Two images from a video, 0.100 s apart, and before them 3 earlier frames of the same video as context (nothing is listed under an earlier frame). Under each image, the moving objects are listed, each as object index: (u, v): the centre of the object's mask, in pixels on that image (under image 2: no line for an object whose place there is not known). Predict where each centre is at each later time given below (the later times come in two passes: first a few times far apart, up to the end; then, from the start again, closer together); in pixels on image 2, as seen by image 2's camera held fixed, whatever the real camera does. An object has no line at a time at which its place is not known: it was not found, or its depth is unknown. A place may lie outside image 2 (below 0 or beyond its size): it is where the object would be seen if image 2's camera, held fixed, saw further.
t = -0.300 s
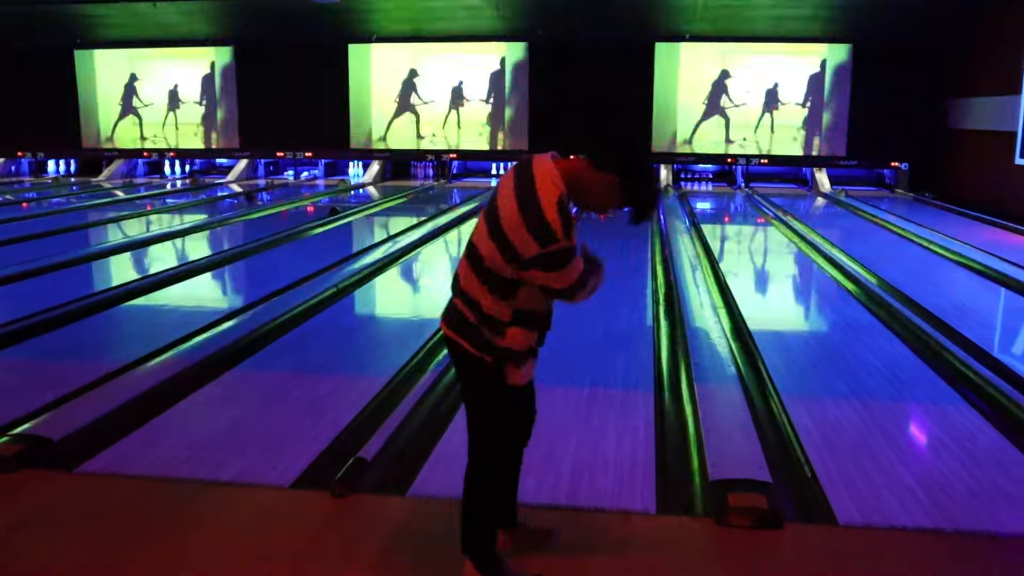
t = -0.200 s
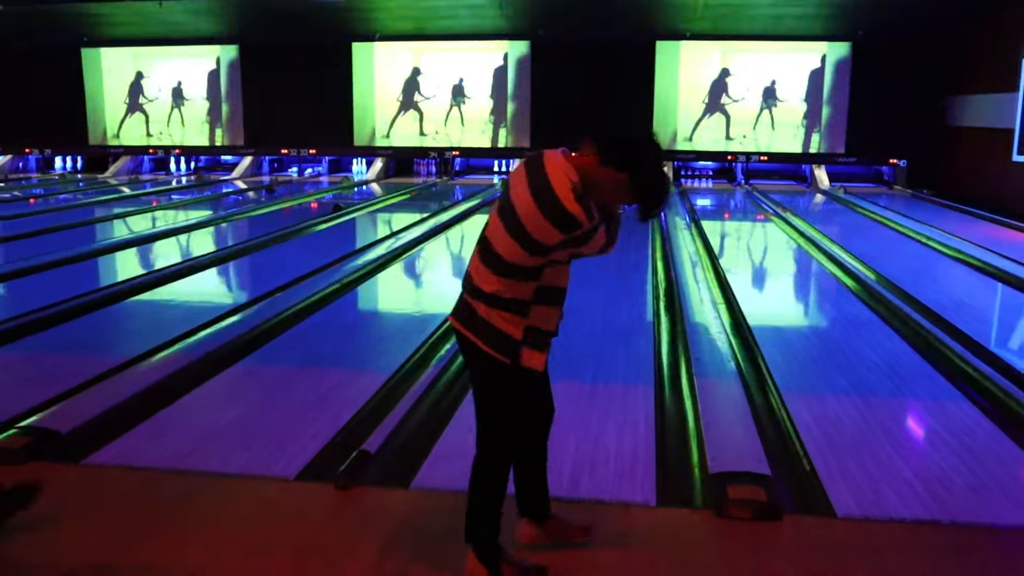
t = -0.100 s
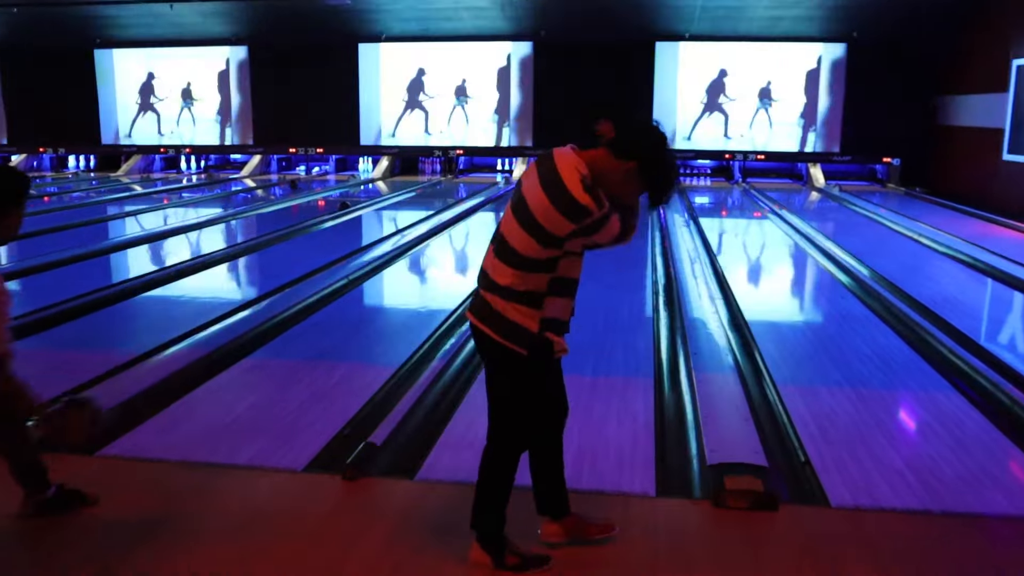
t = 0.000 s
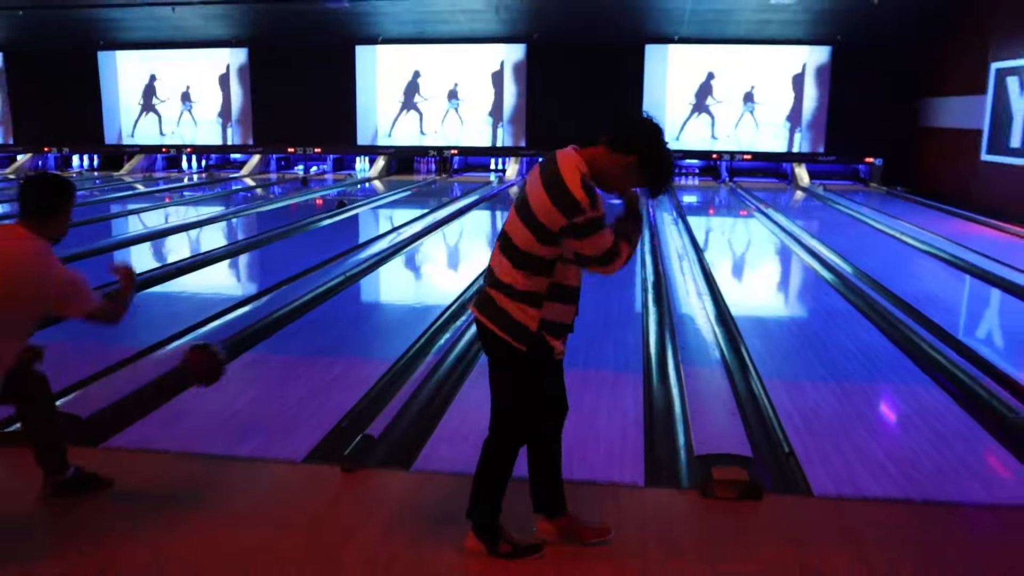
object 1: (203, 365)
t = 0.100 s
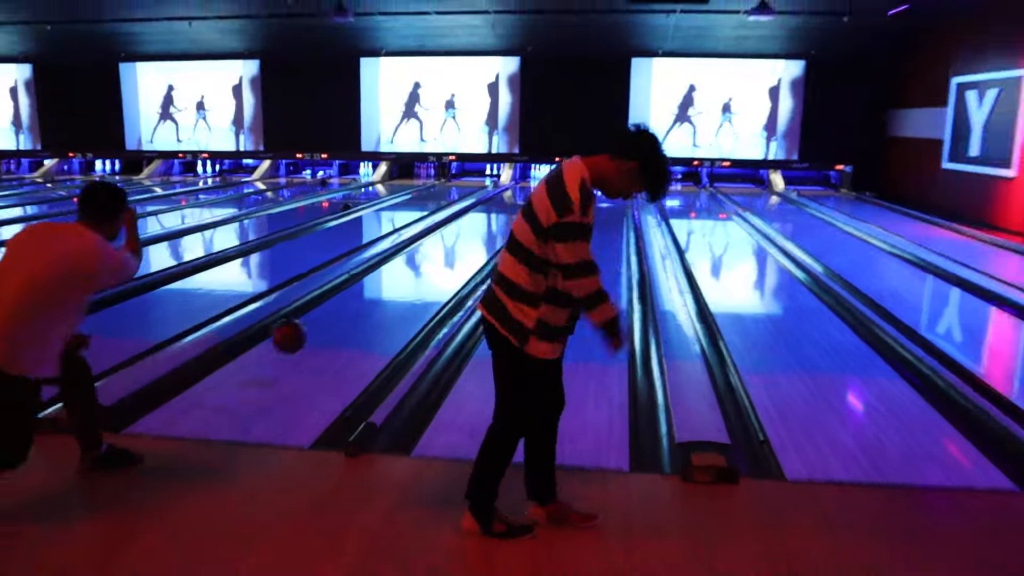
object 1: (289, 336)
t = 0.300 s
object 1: (374, 302)
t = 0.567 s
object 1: (438, 255)
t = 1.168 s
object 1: (508, 207)
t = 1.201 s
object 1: (510, 205)
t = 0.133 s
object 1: (305, 335)
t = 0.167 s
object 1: (322, 335)
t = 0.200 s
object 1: (338, 329)
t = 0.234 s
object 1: (351, 318)
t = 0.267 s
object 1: (363, 309)
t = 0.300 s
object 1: (374, 302)
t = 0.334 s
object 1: (385, 295)
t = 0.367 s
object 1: (395, 288)
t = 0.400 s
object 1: (404, 281)
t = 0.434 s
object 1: (412, 276)
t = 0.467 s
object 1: (419, 270)
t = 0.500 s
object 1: (427, 265)
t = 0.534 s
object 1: (433, 260)
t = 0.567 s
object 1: (438, 255)
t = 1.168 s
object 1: (508, 207)
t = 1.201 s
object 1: (510, 205)
